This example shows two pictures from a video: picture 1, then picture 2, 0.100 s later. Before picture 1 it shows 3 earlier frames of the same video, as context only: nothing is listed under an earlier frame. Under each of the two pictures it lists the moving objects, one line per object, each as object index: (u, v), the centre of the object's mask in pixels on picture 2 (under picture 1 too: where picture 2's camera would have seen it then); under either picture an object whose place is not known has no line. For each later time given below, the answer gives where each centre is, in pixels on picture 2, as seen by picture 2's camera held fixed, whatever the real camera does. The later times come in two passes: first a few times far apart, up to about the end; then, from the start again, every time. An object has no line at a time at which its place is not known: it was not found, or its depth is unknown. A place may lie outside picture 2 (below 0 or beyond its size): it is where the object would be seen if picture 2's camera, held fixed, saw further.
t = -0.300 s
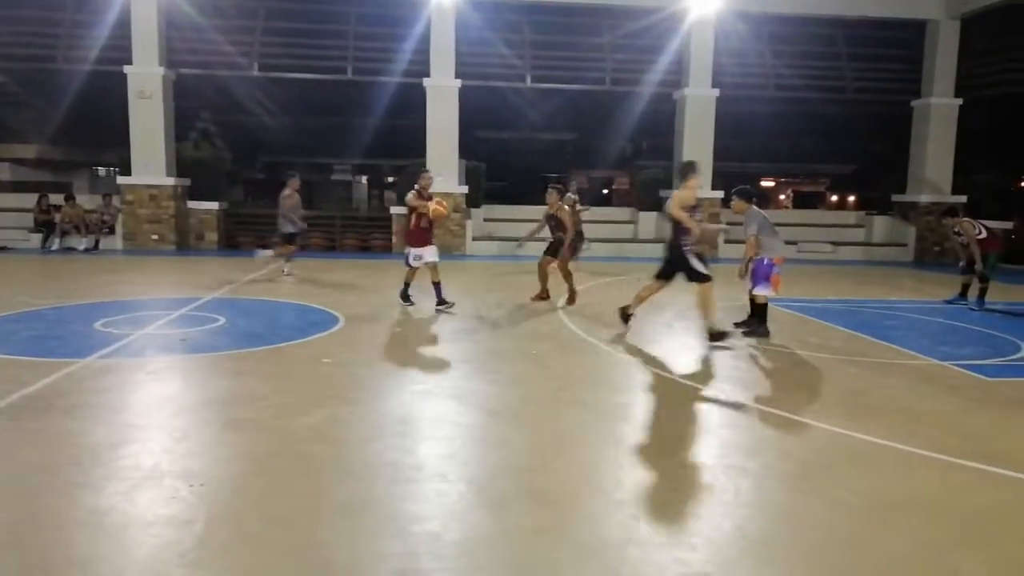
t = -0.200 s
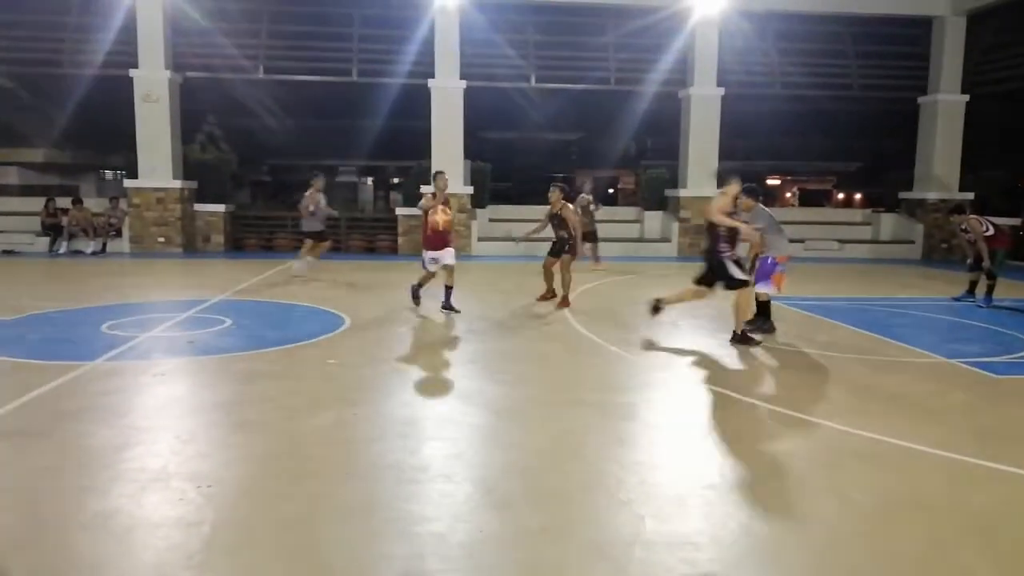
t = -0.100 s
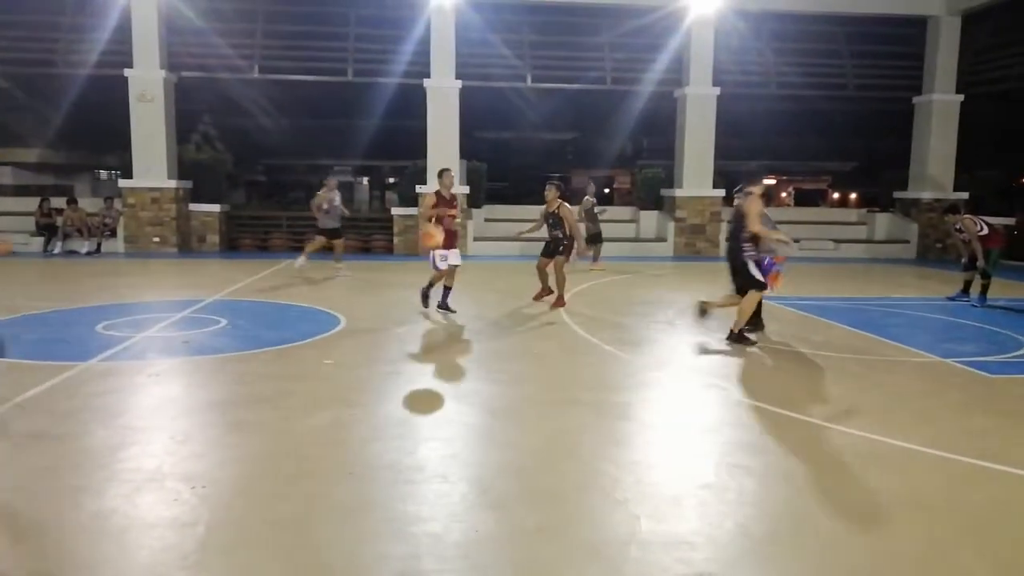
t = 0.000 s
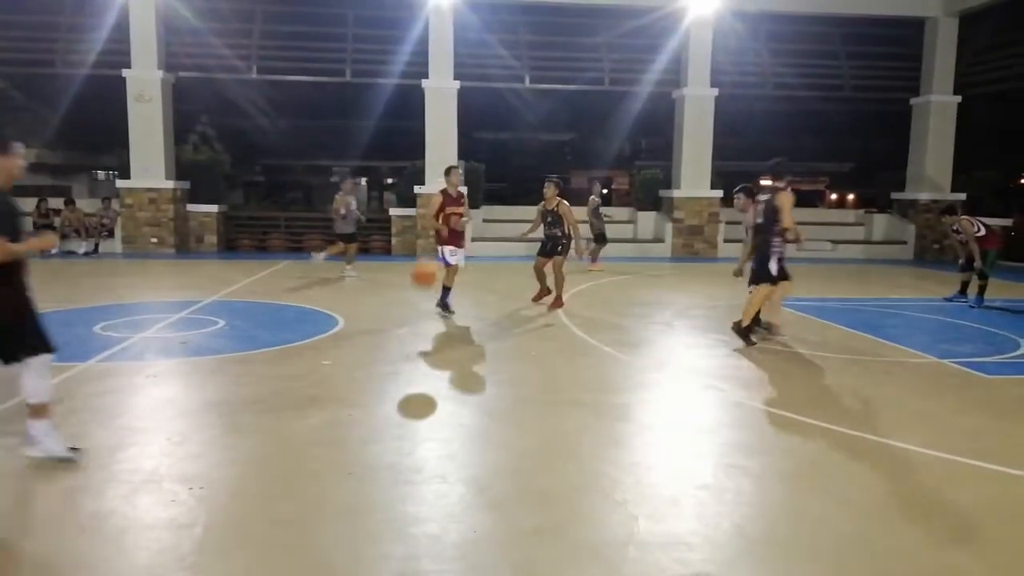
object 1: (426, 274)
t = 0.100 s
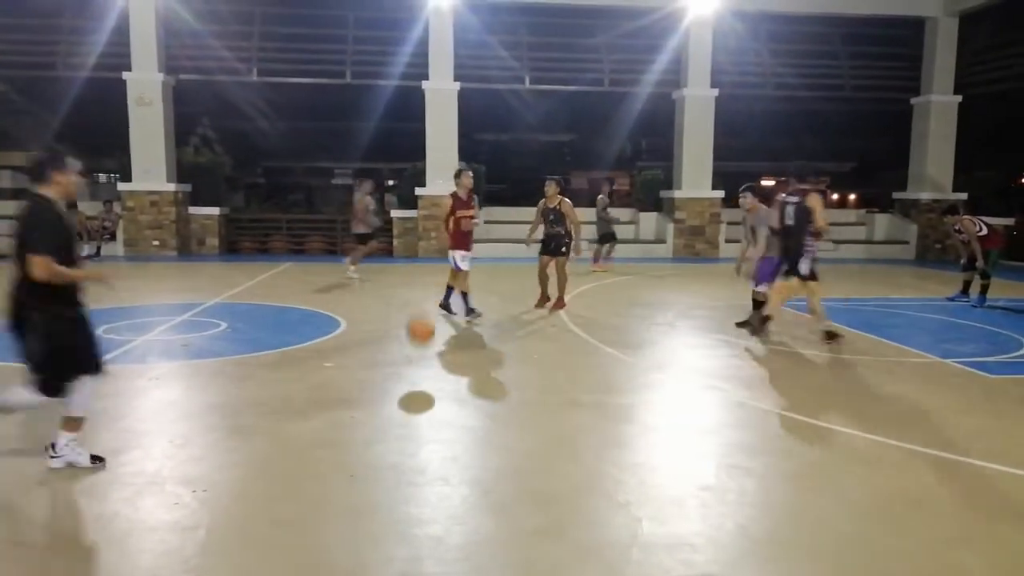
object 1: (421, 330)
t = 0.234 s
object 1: (410, 348)
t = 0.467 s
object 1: (390, 308)
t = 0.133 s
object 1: (419, 356)
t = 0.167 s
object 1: (416, 370)
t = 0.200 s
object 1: (413, 358)
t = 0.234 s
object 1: (410, 348)
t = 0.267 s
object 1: (408, 339)
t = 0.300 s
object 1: (406, 330)
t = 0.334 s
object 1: (403, 322)
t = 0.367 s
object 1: (400, 315)
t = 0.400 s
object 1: (397, 311)
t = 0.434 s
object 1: (393, 308)
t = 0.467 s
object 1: (390, 308)
